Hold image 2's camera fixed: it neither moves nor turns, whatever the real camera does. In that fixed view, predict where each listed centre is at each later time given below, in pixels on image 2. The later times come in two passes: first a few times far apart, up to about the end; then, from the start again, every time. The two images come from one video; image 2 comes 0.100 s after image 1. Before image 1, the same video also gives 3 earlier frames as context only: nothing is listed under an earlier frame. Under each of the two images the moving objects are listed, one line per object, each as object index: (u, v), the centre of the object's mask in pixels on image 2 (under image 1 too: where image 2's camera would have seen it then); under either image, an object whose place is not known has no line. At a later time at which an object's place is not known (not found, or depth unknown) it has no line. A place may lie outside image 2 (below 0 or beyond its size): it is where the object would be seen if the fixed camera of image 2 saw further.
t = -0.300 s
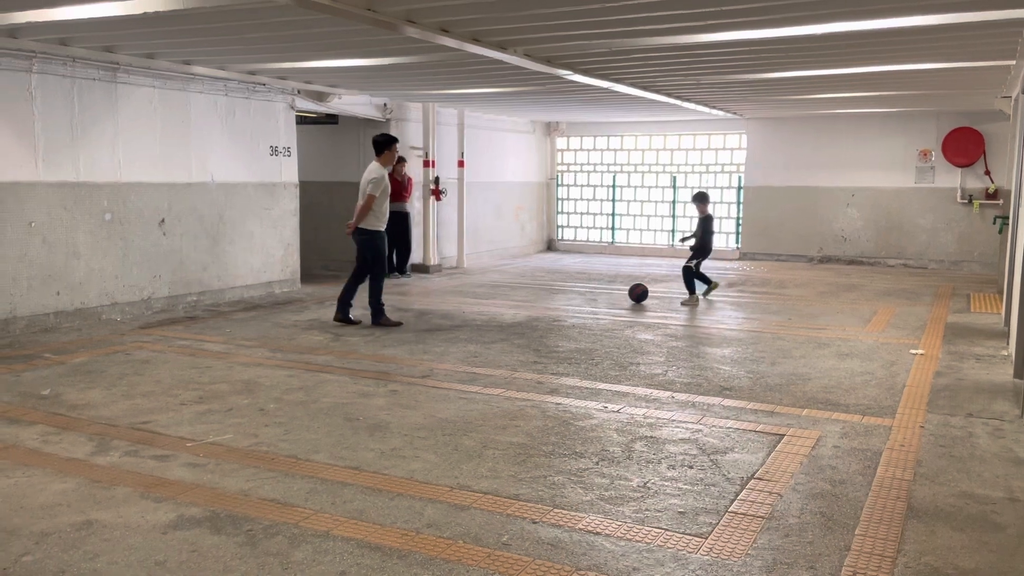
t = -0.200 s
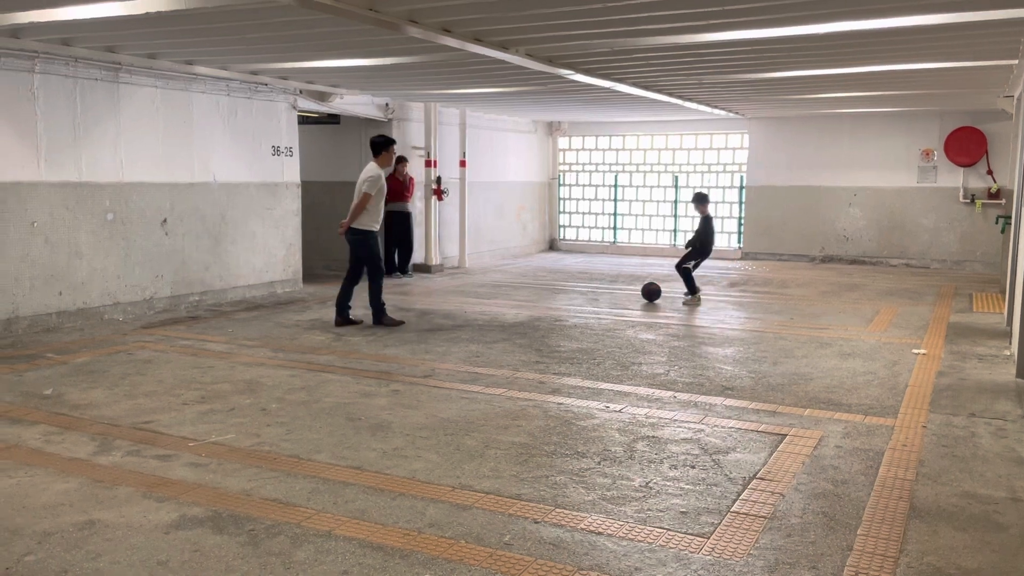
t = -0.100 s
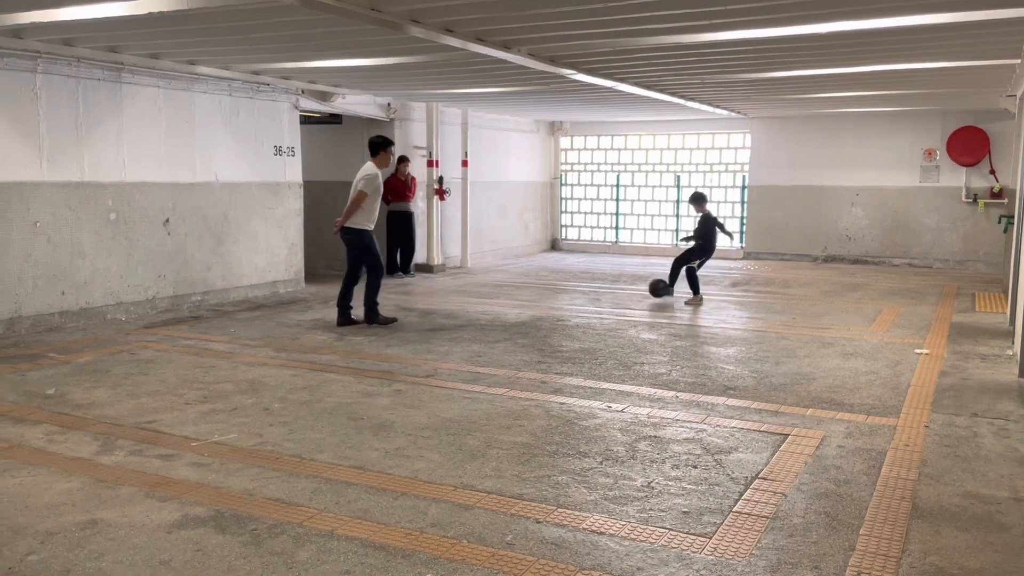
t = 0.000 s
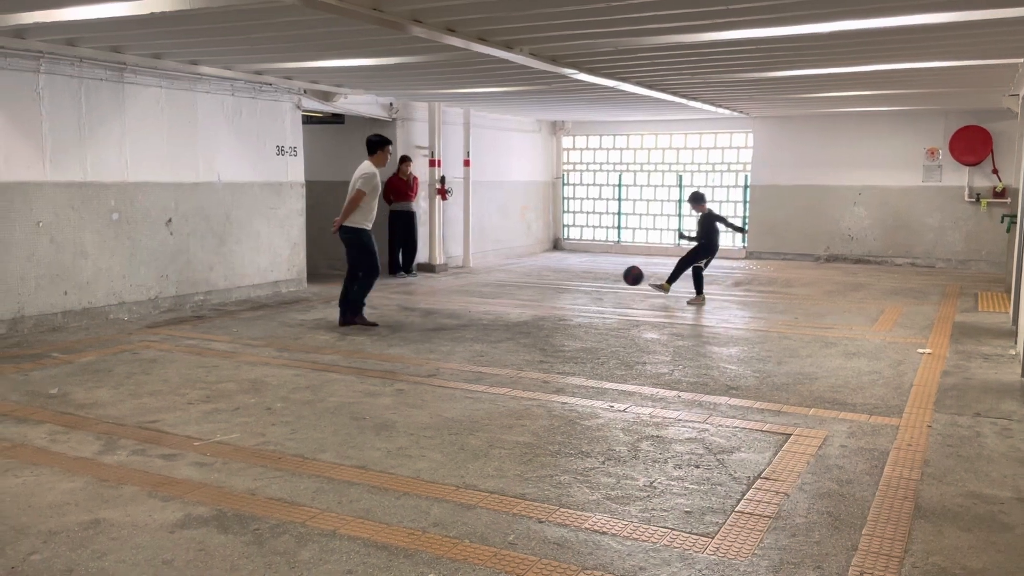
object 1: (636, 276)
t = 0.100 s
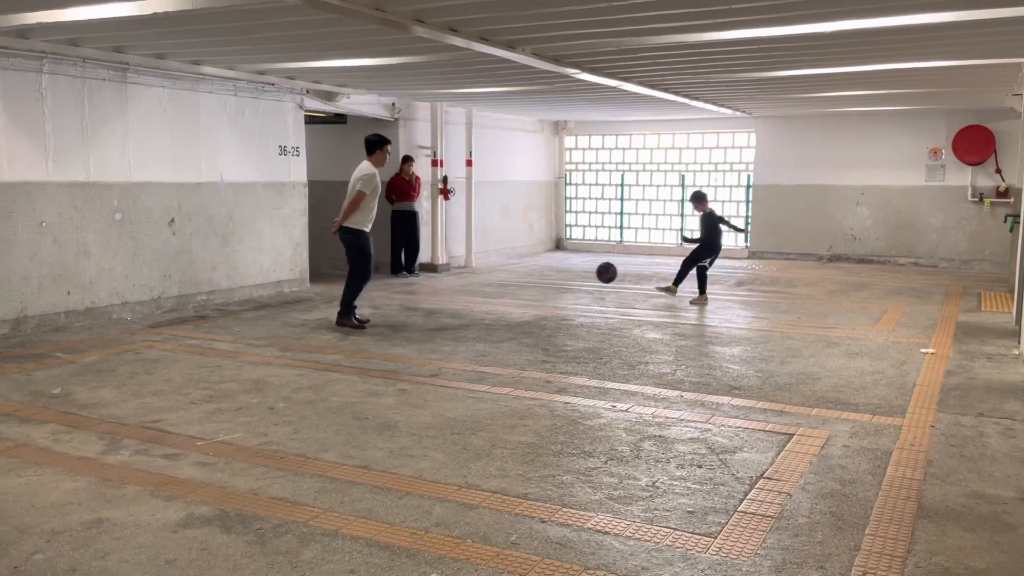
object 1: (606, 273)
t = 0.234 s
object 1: (564, 284)
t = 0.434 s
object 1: (506, 303)
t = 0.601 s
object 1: (469, 306)
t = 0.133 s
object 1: (596, 274)
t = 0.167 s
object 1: (586, 276)
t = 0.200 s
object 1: (575, 280)
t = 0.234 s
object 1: (564, 284)
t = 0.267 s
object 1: (553, 290)
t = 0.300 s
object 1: (542, 298)
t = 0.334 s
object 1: (530, 307)
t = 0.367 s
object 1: (520, 311)
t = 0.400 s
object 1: (513, 307)
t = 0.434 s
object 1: (506, 303)
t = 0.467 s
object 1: (498, 302)
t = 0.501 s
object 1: (491, 301)
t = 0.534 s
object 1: (484, 302)
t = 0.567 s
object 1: (476, 303)
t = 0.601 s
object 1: (469, 306)
